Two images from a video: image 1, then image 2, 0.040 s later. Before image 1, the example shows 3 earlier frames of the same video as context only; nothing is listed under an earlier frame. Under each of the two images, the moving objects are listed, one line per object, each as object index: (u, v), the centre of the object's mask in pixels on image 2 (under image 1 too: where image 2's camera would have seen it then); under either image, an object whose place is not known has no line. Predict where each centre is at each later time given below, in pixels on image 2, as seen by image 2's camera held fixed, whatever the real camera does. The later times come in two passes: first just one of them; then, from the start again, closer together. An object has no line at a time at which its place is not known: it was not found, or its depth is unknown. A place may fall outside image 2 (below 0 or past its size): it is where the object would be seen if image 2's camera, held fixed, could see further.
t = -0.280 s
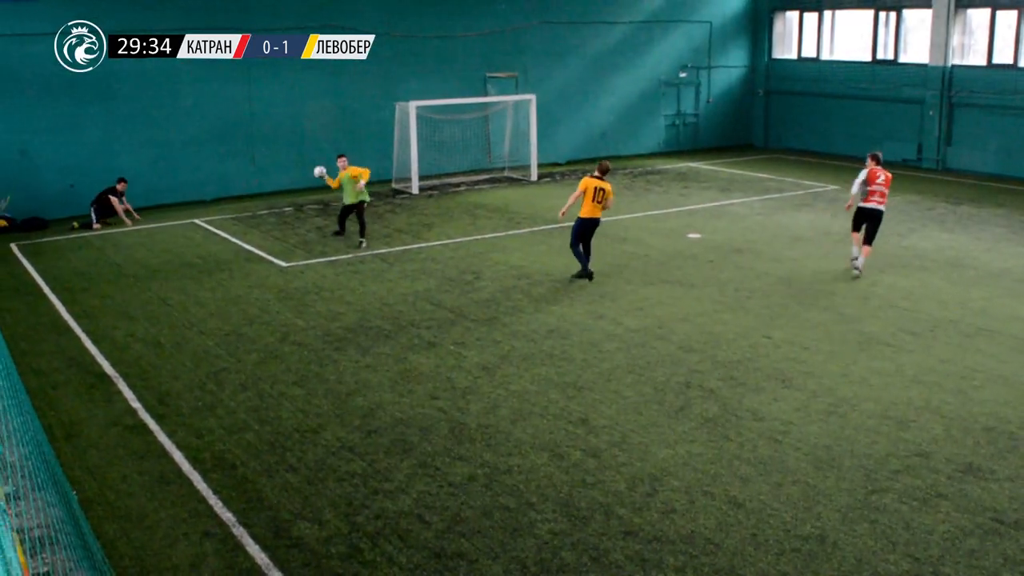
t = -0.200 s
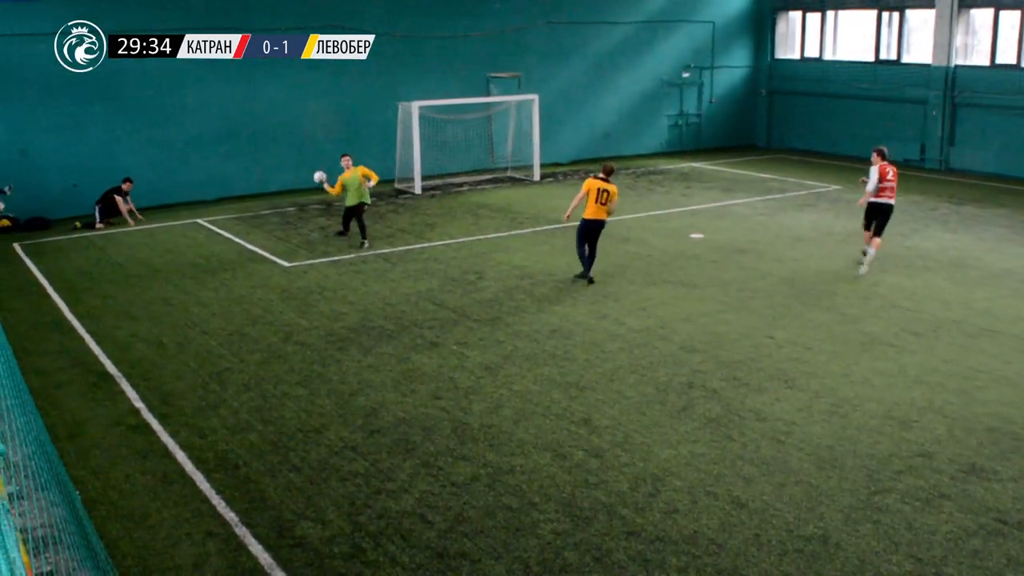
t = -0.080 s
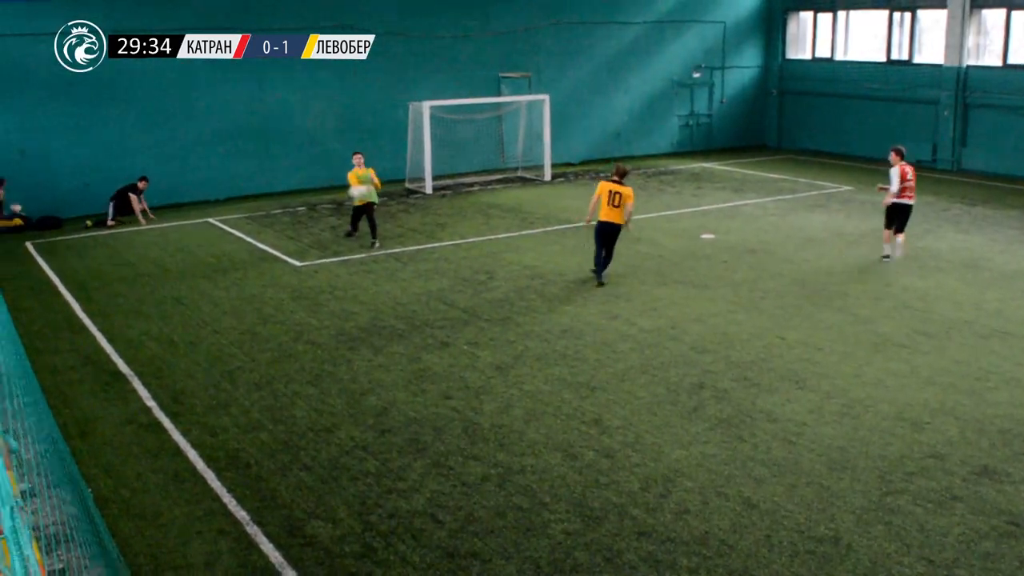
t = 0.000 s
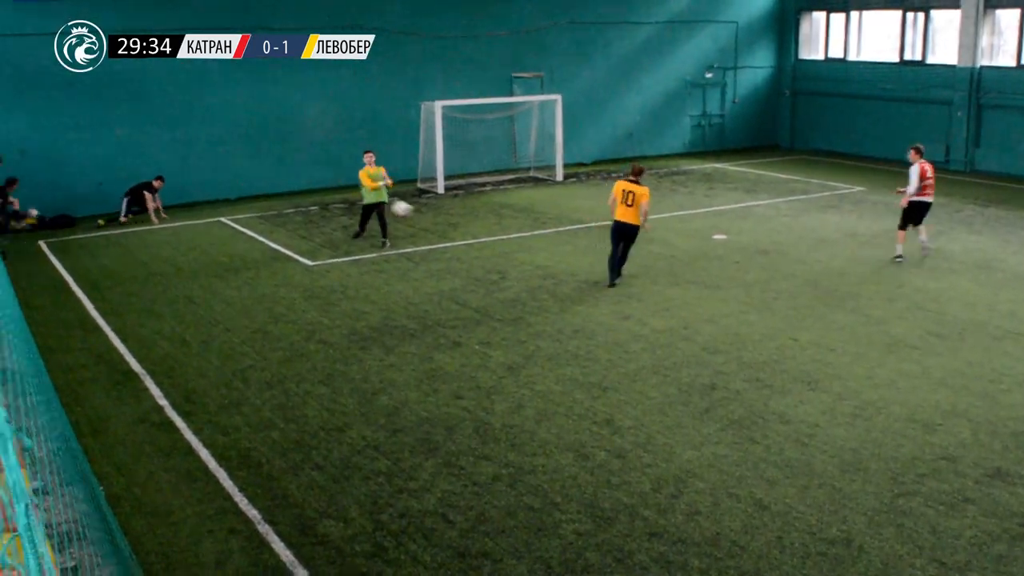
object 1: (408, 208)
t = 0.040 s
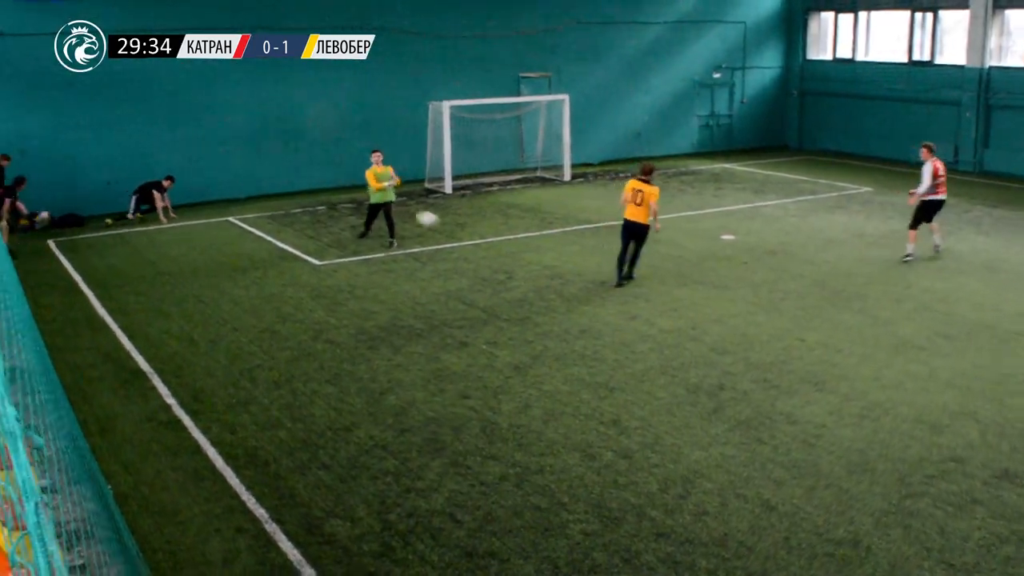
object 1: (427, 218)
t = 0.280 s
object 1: (573, 333)
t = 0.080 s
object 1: (447, 232)
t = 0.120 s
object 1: (468, 246)
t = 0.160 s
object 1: (490, 263)
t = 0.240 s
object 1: (542, 306)
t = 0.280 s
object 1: (573, 333)
